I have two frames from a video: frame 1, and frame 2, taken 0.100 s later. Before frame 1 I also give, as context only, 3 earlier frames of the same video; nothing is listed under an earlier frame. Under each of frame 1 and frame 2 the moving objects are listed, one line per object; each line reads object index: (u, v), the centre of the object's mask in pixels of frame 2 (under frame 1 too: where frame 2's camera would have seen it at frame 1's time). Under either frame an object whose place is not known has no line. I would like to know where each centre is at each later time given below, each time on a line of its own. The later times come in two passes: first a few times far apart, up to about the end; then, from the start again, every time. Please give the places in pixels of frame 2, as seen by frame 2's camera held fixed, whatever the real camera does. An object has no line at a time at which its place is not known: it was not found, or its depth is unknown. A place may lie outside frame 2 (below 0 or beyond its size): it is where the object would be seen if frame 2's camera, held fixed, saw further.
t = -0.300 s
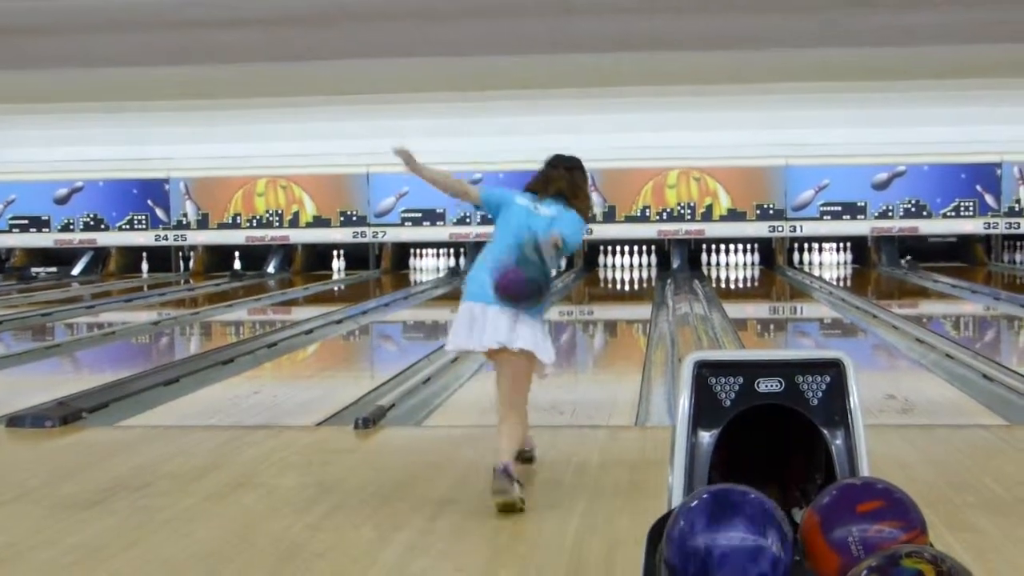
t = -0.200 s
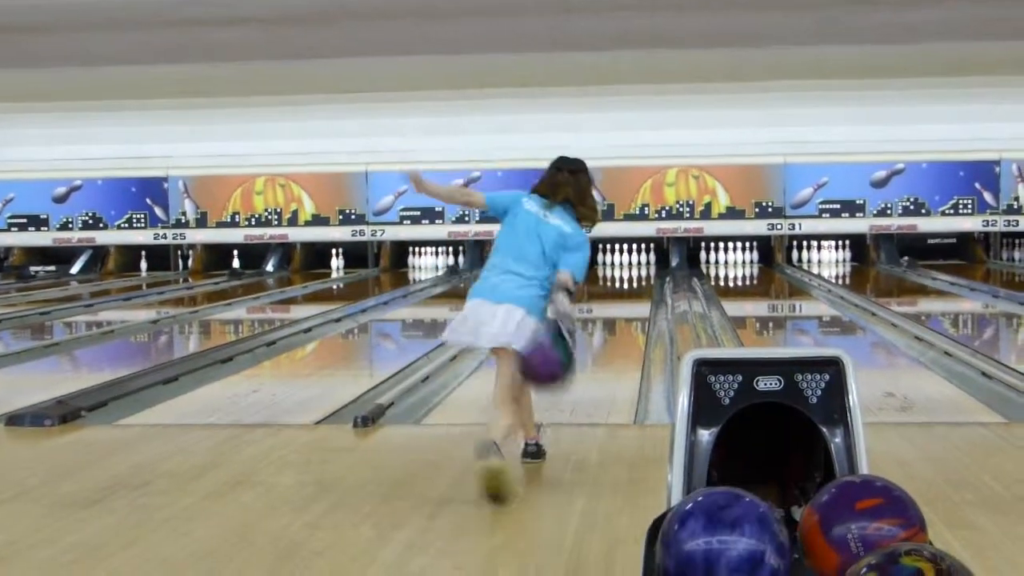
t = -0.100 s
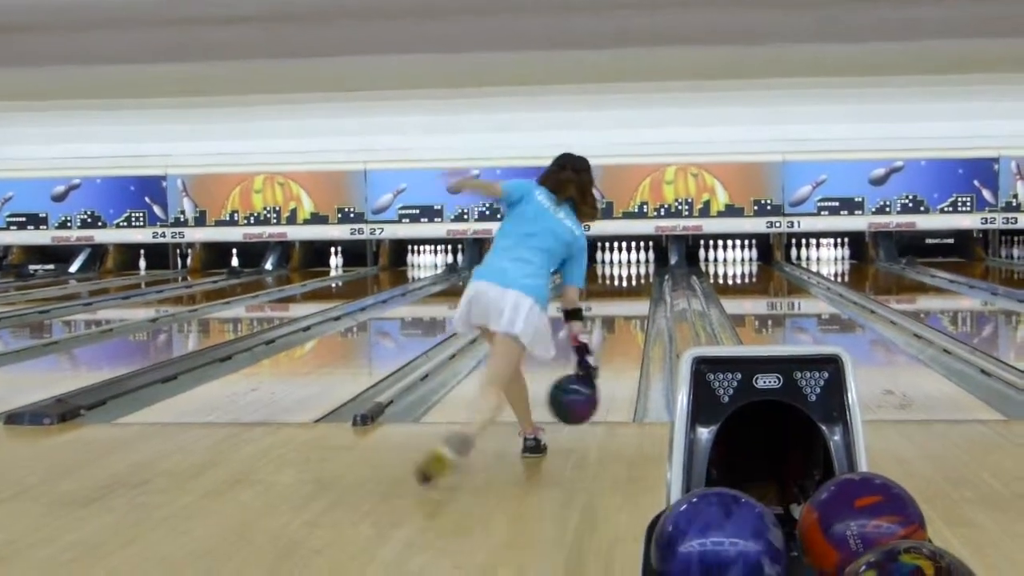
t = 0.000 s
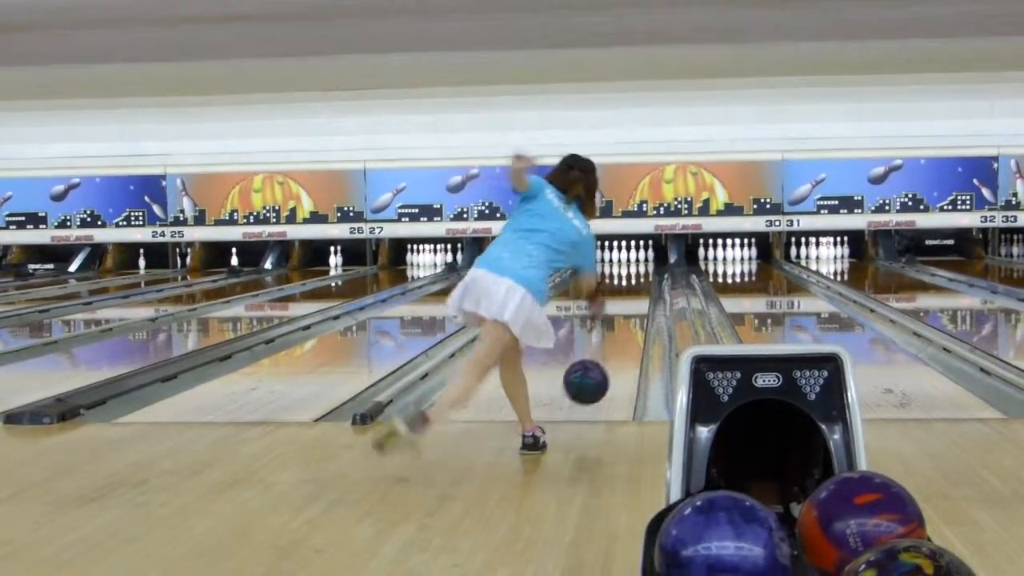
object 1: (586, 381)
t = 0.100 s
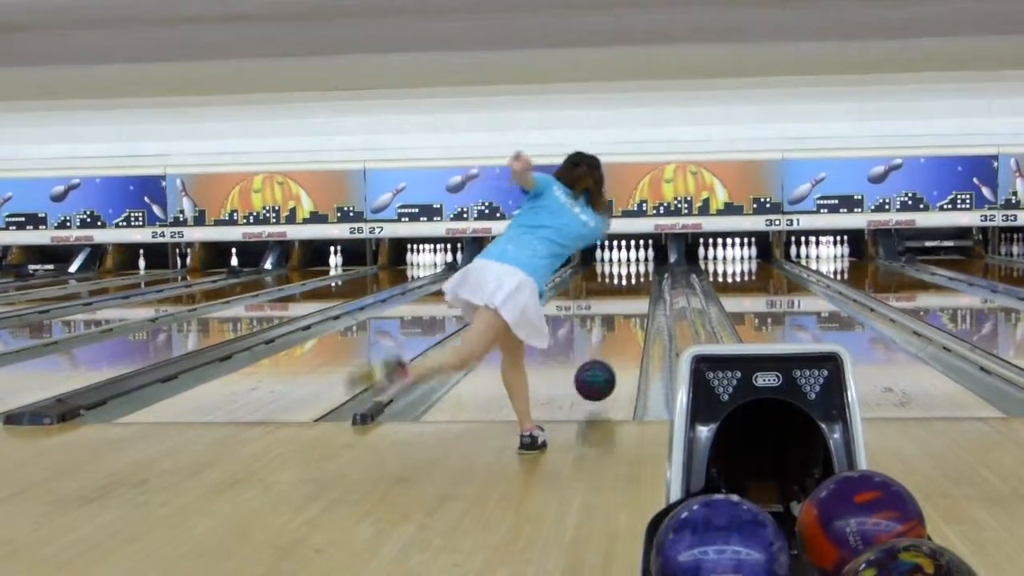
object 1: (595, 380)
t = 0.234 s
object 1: (604, 366)
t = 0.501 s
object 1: (616, 337)
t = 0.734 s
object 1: (625, 318)
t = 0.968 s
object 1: (629, 305)
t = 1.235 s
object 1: (633, 293)
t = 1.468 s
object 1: (635, 287)
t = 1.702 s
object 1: (636, 278)
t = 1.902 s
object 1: (637, 272)
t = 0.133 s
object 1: (597, 380)
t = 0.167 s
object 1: (600, 375)
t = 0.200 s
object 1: (602, 371)
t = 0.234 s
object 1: (604, 366)
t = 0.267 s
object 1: (606, 362)
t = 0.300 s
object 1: (607, 357)
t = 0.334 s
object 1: (609, 353)
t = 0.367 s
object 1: (611, 350)
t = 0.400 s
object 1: (612, 347)
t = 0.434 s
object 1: (613, 343)
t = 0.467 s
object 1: (615, 340)
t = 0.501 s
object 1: (616, 337)
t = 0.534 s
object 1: (617, 334)
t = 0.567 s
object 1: (619, 332)
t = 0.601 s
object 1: (620, 329)
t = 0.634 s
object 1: (621, 326)
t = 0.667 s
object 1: (622, 323)
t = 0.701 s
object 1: (622, 321)
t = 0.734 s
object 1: (625, 318)
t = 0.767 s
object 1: (625, 316)
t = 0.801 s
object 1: (625, 314)
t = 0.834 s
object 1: (626, 312)
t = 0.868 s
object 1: (627, 310)
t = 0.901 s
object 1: (627, 308)
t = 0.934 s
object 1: (628, 306)
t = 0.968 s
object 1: (629, 305)
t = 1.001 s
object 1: (630, 302)
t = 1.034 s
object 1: (630, 301)
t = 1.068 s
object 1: (631, 300)
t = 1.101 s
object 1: (631, 299)
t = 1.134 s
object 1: (631, 298)
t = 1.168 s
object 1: (631, 297)
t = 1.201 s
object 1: (632, 295)
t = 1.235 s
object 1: (633, 293)
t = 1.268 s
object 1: (634, 292)
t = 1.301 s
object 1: (634, 291)
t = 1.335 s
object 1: (634, 288)
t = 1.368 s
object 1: (634, 287)
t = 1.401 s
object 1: (634, 288)
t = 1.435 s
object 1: (635, 287)
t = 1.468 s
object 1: (635, 287)
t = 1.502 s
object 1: (635, 284)
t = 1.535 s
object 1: (635, 283)
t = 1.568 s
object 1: (635, 282)
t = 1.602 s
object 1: (635, 281)
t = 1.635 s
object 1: (636, 280)
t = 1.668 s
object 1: (636, 278)
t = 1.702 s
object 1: (636, 278)
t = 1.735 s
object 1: (636, 277)
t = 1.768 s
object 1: (636, 276)
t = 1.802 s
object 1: (637, 275)
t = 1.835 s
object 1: (636, 274)
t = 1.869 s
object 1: (637, 273)
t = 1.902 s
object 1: (637, 272)
